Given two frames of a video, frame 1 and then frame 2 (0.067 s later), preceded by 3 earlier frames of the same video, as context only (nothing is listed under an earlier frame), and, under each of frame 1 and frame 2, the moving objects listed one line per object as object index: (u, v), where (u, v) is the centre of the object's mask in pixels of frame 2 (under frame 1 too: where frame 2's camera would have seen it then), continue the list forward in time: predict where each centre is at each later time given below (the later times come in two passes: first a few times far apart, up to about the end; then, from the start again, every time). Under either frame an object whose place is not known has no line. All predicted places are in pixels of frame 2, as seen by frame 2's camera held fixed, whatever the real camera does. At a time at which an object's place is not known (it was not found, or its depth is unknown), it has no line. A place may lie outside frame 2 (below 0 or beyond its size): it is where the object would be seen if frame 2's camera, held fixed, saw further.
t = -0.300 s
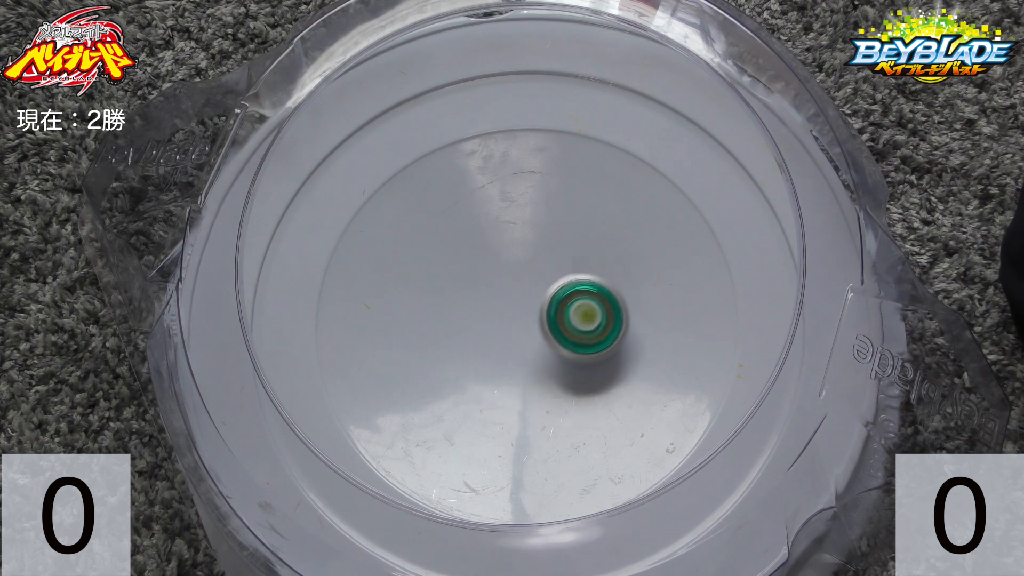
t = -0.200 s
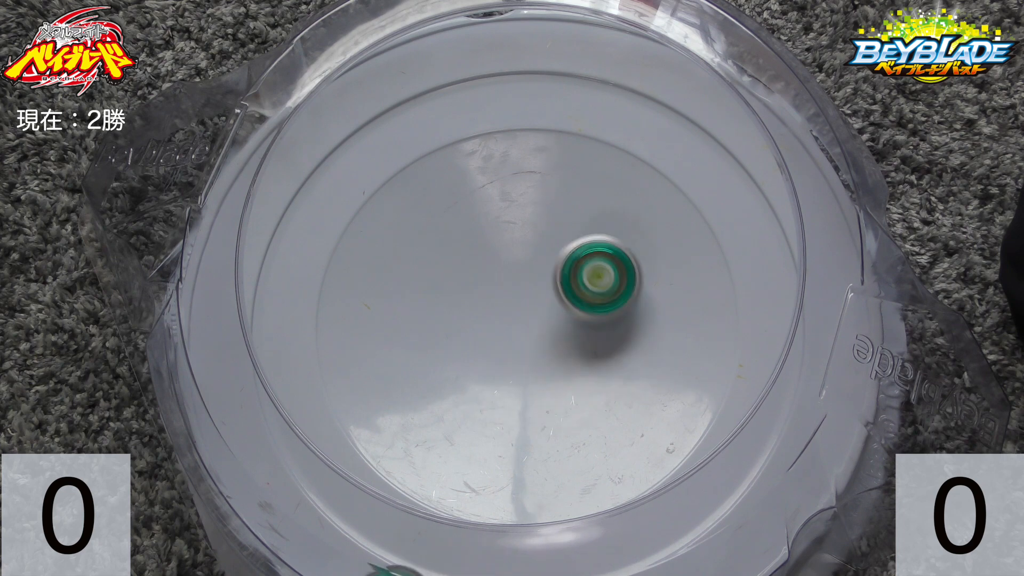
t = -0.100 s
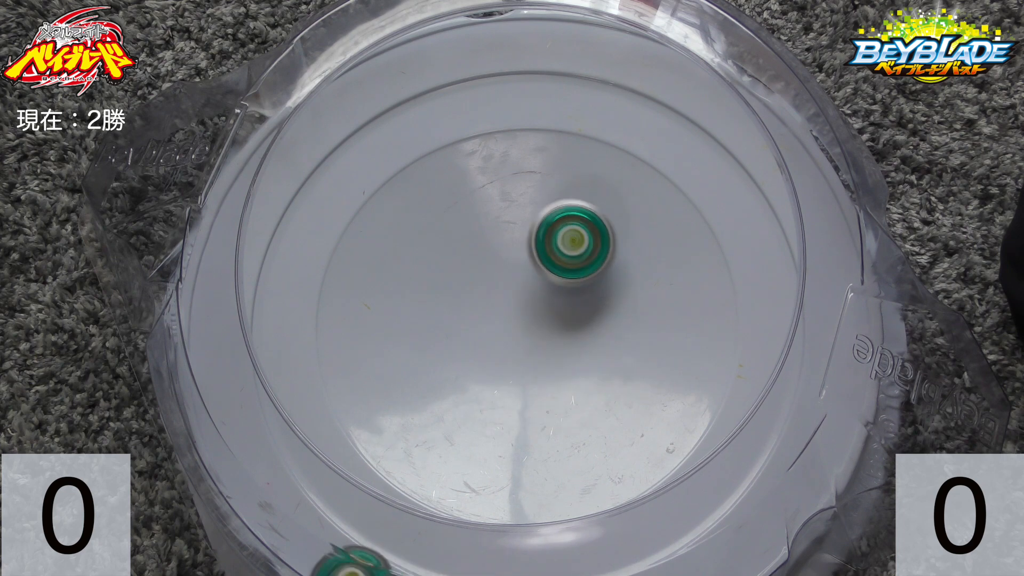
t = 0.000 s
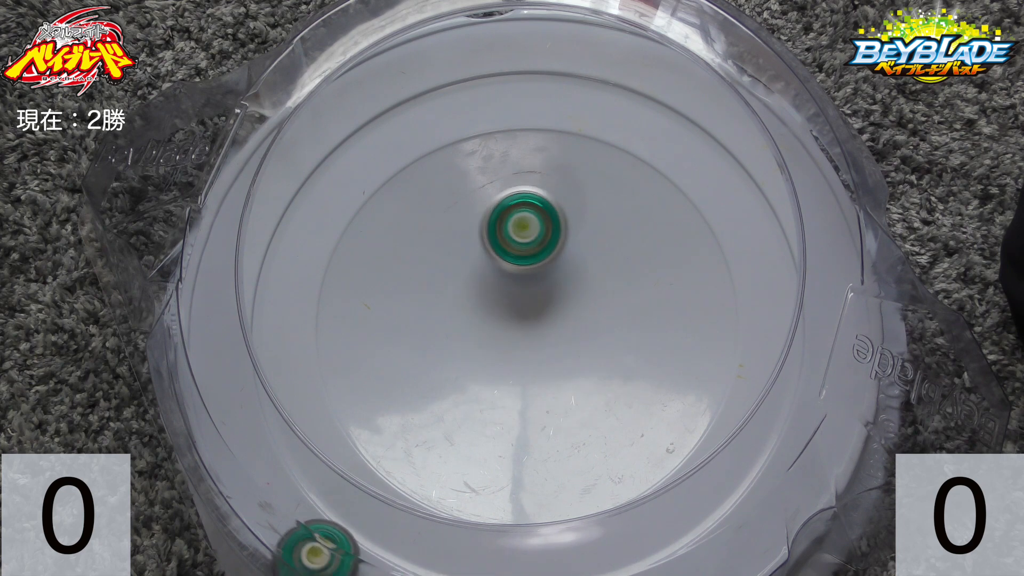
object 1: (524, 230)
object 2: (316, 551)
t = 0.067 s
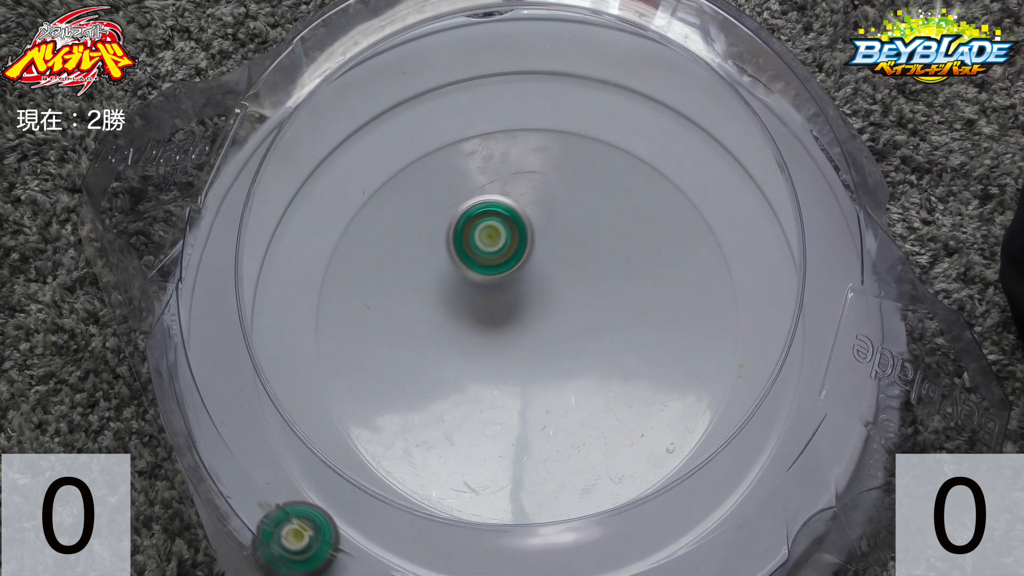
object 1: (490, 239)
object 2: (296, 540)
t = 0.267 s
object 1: (478, 353)
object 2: (255, 477)
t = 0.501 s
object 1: (611, 370)
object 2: (233, 395)
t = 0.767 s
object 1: (601, 232)
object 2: (280, 310)
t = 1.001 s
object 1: (452, 281)
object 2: (342, 250)
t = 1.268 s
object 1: (560, 457)
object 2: (457, 290)
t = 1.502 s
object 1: (722, 335)
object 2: (573, 284)
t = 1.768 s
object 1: (536, 144)
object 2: (641, 242)
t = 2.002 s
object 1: (328, 379)
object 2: (658, 242)
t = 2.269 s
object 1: (500, 565)
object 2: (632, 281)
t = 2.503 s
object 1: (712, 548)
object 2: (597, 336)
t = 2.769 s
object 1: (741, 354)
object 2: (567, 388)
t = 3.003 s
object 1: (571, 207)
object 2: (547, 413)
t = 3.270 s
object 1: (364, 300)
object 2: (512, 394)
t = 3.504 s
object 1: (529, 460)
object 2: (490, 352)
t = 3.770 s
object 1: (629, 288)
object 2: (447, 316)
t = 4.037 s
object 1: (480, 246)
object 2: (421, 306)
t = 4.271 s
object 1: (527, 285)
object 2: (435, 347)
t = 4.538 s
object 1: (593, 324)
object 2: (513, 323)
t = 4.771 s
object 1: (631, 291)
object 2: (561, 263)
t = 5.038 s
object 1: (624, 361)
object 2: (479, 169)
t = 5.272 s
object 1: (511, 352)
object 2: (492, 252)
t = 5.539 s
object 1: (437, 355)
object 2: (564, 338)
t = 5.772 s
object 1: (544, 350)
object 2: (625, 369)
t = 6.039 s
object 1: (540, 299)
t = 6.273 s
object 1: (449, 349)
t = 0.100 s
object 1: (474, 252)
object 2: (287, 531)
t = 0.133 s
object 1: (463, 270)
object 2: (279, 521)
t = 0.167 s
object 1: (457, 291)
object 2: (273, 510)
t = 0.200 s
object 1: (458, 313)
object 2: (266, 500)
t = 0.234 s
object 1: (465, 335)
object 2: (260, 487)
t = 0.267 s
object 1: (478, 353)
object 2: (255, 477)
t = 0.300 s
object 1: (495, 371)
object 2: (250, 466)
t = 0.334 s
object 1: (514, 381)
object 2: (245, 456)
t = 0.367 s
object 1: (535, 390)
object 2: (242, 444)
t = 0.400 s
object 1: (555, 390)
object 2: (239, 432)
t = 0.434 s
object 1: (576, 388)
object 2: (237, 419)
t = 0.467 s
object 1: (595, 383)
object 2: (235, 407)
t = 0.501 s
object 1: (611, 370)
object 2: (233, 395)
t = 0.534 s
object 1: (626, 359)
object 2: (232, 382)
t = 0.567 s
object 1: (638, 341)
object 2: (237, 367)
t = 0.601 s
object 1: (644, 318)
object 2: (240, 354)
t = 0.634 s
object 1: (645, 297)
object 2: (242, 340)
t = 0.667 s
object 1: (640, 276)
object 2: (249, 327)
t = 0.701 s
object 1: (631, 257)
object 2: (256, 320)
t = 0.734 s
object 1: (618, 243)
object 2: (275, 315)
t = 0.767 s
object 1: (601, 232)
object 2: (280, 310)
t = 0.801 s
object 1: (581, 223)
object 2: (285, 301)
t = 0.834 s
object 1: (557, 218)
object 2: (294, 291)
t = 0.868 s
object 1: (532, 218)
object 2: (302, 280)
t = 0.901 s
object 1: (508, 225)
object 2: (311, 271)
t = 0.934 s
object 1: (486, 240)
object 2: (320, 261)
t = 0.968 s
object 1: (466, 258)
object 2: (329, 252)
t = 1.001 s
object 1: (452, 281)
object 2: (342, 250)
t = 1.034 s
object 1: (446, 308)
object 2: (356, 252)
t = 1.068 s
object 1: (446, 337)
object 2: (369, 256)
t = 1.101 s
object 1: (453, 367)
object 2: (382, 261)
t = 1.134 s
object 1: (465, 395)
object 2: (395, 266)
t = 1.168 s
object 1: (484, 417)
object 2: (409, 272)
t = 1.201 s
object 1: (507, 438)
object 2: (424, 278)
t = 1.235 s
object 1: (532, 450)
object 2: (441, 285)
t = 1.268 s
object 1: (560, 457)
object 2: (457, 290)
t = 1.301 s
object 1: (591, 461)
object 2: (473, 296)
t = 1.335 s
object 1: (619, 452)
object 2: (491, 299)
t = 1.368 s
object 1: (646, 440)
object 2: (508, 300)
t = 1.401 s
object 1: (671, 423)
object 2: (526, 299)
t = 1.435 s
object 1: (693, 398)
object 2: (542, 295)
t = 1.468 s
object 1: (710, 368)
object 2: (558, 291)
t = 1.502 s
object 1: (722, 335)
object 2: (573, 284)
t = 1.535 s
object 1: (728, 299)
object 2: (586, 277)
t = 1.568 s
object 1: (723, 262)
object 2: (598, 269)
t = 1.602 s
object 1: (708, 226)
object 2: (608, 263)
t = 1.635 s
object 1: (684, 195)
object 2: (617, 256)
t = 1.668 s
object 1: (651, 169)
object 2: (624, 251)
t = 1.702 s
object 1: (615, 152)
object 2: (631, 247)
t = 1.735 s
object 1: (576, 144)
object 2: (636, 243)
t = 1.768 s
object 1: (536, 144)
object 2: (641, 242)
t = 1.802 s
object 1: (495, 154)
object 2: (646, 240)
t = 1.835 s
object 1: (453, 174)
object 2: (650, 238)
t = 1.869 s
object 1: (415, 201)
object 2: (655, 236)
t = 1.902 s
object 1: (382, 237)
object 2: (658, 236)
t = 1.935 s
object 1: (354, 280)
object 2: (659, 238)
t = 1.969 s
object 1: (337, 328)
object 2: (658, 240)
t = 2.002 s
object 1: (328, 379)
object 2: (658, 242)
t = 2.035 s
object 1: (332, 429)
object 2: (657, 243)
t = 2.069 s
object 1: (341, 479)
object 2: (654, 246)
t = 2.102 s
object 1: (352, 526)
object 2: (651, 251)
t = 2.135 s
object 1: (373, 544)
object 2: (647, 257)
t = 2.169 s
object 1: (400, 557)
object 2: (643, 262)
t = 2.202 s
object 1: (428, 568)
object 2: (639, 268)
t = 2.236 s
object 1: (465, 566)
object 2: (635, 275)
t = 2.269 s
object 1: (500, 565)
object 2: (632, 281)
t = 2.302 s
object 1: (533, 564)
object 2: (627, 289)
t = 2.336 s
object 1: (566, 563)
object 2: (623, 296)
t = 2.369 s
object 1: (597, 561)
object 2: (617, 304)
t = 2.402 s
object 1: (628, 559)
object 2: (612, 311)
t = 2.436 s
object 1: (657, 556)
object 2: (606, 320)
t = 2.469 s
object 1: (685, 552)
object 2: (601, 328)
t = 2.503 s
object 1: (712, 548)
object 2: (597, 336)
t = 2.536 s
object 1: (735, 540)
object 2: (593, 344)
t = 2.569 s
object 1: (745, 520)
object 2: (588, 350)
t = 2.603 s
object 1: (750, 491)
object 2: (584, 358)
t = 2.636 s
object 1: (754, 465)
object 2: (580, 364)
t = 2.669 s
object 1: (755, 437)
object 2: (576, 370)
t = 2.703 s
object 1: (757, 410)
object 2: (573, 376)
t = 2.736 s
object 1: (749, 380)
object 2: (570, 382)
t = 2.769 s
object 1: (741, 354)
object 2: (567, 388)
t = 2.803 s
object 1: (740, 334)
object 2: (564, 394)
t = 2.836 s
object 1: (728, 312)
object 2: (561, 400)
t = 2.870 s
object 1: (706, 289)
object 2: (559, 404)
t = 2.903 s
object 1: (680, 266)
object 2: (556, 407)
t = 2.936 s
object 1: (646, 243)
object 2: (554, 409)
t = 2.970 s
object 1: (611, 222)
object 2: (550, 411)
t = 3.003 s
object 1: (571, 207)
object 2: (547, 413)
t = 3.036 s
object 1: (531, 198)
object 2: (543, 413)
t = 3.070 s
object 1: (491, 197)
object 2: (539, 412)
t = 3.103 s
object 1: (454, 200)
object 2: (535, 410)
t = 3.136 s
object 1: (421, 210)
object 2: (532, 408)
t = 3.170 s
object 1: (396, 225)
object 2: (528, 405)
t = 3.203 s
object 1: (376, 246)
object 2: (523, 402)
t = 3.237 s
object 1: (366, 271)
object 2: (518, 398)
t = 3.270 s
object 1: (364, 300)
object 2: (512, 394)
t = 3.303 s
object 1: (371, 334)
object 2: (506, 389)
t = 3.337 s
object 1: (386, 367)
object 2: (501, 385)
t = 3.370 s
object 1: (409, 398)
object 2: (496, 381)
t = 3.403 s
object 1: (437, 423)
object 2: (495, 374)
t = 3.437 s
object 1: (465, 445)
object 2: (494, 367)
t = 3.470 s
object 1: (496, 457)
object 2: (492, 360)
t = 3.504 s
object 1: (529, 460)
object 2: (490, 352)
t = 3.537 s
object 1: (560, 454)
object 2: (485, 346)
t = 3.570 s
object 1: (587, 440)
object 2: (480, 340)
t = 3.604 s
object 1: (609, 419)
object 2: (475, 334)
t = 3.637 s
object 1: (625, 393)
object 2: (470, 330)
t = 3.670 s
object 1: (634, 364)
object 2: (464, 326)
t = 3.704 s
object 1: (638, 336)
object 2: (459, 323)
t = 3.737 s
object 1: (636, 311)
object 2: (453, 319)
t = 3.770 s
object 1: (629, 288)
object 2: (447, 316)
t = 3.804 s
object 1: (619, 269)
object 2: (441, 314)
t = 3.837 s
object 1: (603, 253)
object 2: (435, 311)
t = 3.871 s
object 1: (584, 242)
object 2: (430, 308)
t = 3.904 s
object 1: (560, 232)
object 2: (426, 306)
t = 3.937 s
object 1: (536, 230)
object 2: (423, 304)
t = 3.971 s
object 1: (512, 232)
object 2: (422, 303)
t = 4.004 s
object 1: (491, 238)
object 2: (422, 304)
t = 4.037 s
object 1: (480, 246)
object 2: (421, 306)
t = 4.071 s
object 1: (488, 240)
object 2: (409, 321)
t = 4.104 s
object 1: (497, 239)
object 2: (403, 332)
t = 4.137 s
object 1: (506, 245)
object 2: (403, 339)
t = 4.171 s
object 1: (513, 251)
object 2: (408, 341)
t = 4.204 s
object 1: (520, 262)
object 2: (415, 342)
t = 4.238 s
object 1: (525, 273)
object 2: (424, 344)
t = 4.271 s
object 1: (527, 285)
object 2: (435, 347)
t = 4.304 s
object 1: (530, 298)
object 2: (446, 347)
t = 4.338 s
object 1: (532, 307)
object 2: (458, 348)
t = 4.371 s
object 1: (545, 314)
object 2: (463, 348)
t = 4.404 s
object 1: (556, 319)
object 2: (473, 346)
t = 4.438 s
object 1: (566, 322)
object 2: (484, 343)
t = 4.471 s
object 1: (575, 323)
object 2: (496, 338)
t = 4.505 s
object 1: (579, 322)
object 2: (506, 332)
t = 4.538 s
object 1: (593, 324)
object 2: (513, 323)
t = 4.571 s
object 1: (607, 322)
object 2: (522, 314)
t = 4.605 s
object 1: (618, 320)
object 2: (531, 305)
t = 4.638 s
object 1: (628, 317)
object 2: (540, 297)
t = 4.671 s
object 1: (633, 312)
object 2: (548, 288)
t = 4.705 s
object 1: (635, 305)
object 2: (554, 279)
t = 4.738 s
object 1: (635, 298)
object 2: (559, 270)
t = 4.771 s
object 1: (631, 291)
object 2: (561, 263)
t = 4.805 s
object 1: (624, 282)
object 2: (562, 253)
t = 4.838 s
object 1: (632, 292)
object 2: (553, 232)
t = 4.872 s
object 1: (639, 307)
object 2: (535, 208)
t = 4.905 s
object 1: (642, 319)
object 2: (519, 188)
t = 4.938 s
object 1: (643, 331)
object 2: (505, 174)
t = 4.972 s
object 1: (640, 343)
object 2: (493, 165)
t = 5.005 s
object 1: (633, 352)
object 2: (485, 163)
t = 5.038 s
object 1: (624, 361)
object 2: (479, 169)
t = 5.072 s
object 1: (612, 364)
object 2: (479, 178)
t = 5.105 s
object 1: (598, 368)
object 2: (480, 188)
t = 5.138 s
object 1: (582, 370)
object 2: (482, 200)
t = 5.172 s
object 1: (564, 369)
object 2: (484, 211)
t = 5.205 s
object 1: (546, 365)
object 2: (487, 224)
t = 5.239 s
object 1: (527, 359)
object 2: (489, 237)
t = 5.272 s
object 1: (511, 352)
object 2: (492, 252)
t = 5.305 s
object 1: (494, 341)
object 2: (496, 265)
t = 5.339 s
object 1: (478, 340)
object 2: (505, 275)
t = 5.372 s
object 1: (462, 341)
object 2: (516, 285)
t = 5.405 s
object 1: (447, 346)
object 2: (526, 298)
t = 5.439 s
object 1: (438, 349)
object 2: (536, 310)
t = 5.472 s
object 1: (433, 352)
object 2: (544, 321)
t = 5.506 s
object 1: (434, 351)
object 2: (554, 330)
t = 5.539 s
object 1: (437, 355)
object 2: (564, 338)
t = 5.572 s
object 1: (445, 356)
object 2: (574, 345)
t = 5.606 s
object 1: (457, 357)
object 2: (584, 351)
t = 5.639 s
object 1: (471, 358)
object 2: (593, 356)
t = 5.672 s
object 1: (489, 357)
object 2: (602, 360)
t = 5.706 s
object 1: (507, 355)
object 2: (610, 364)
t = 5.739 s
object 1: (526, 353)
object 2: (617, 367)
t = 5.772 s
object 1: (544, 350)
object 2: (625, 369)
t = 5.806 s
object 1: (558, 348)
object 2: (632, 373)
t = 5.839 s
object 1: (564, 340)
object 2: (640, 376)
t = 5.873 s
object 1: (566, 330)
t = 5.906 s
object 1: (568, 318)
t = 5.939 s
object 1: (565, 309)
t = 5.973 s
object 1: (560, 303)
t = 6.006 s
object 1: (553, 300)
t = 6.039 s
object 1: (540, 299)
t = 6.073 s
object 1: (525, 301)
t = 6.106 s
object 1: (511, 306)
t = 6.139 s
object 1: (496, 312)
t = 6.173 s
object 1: (482, 320)
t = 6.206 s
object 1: (468, 329)
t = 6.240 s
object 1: (456, 340)
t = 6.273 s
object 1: (449, 349)
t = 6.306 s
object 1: (447, 360)
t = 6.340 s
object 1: (449, 366)
